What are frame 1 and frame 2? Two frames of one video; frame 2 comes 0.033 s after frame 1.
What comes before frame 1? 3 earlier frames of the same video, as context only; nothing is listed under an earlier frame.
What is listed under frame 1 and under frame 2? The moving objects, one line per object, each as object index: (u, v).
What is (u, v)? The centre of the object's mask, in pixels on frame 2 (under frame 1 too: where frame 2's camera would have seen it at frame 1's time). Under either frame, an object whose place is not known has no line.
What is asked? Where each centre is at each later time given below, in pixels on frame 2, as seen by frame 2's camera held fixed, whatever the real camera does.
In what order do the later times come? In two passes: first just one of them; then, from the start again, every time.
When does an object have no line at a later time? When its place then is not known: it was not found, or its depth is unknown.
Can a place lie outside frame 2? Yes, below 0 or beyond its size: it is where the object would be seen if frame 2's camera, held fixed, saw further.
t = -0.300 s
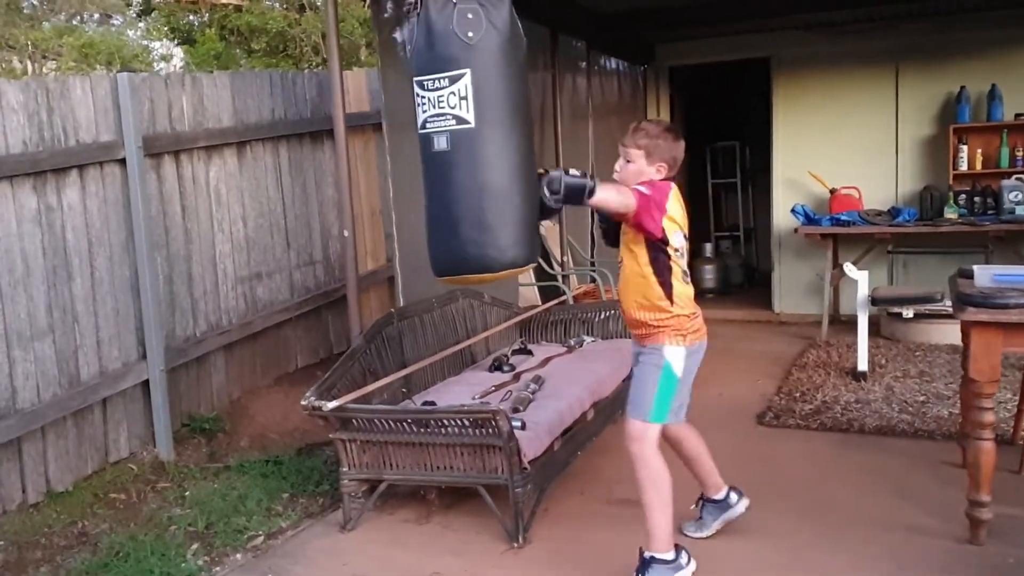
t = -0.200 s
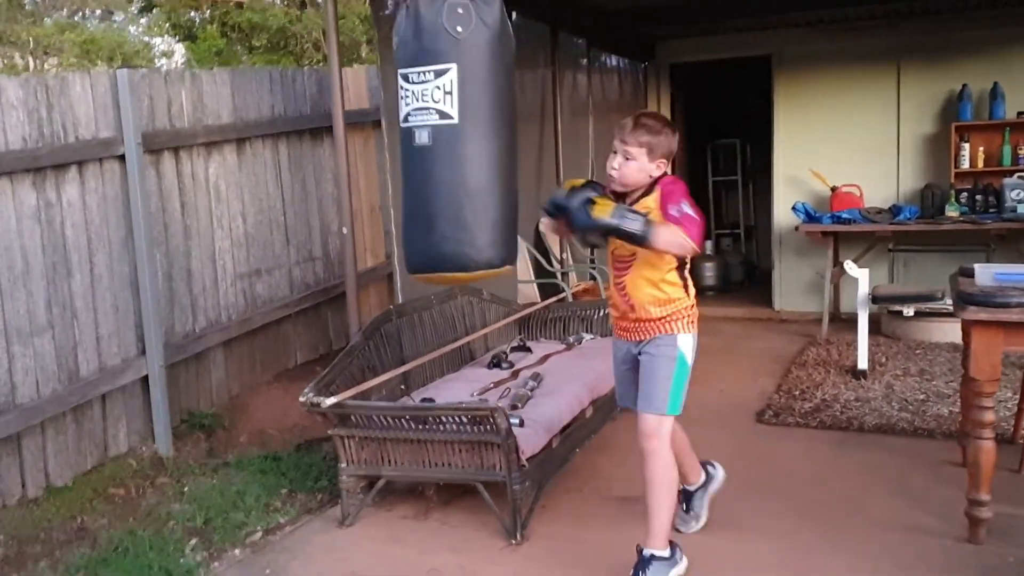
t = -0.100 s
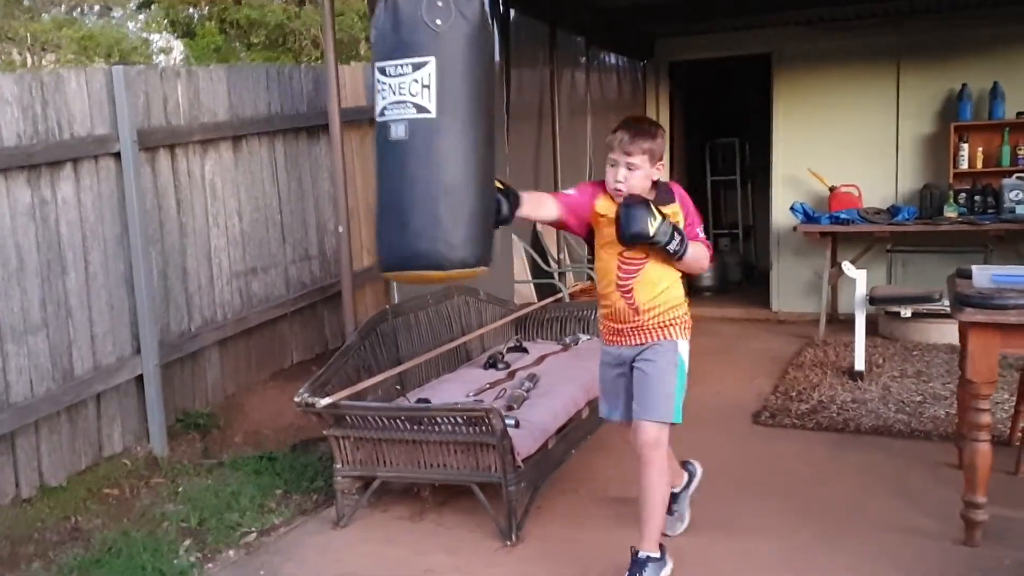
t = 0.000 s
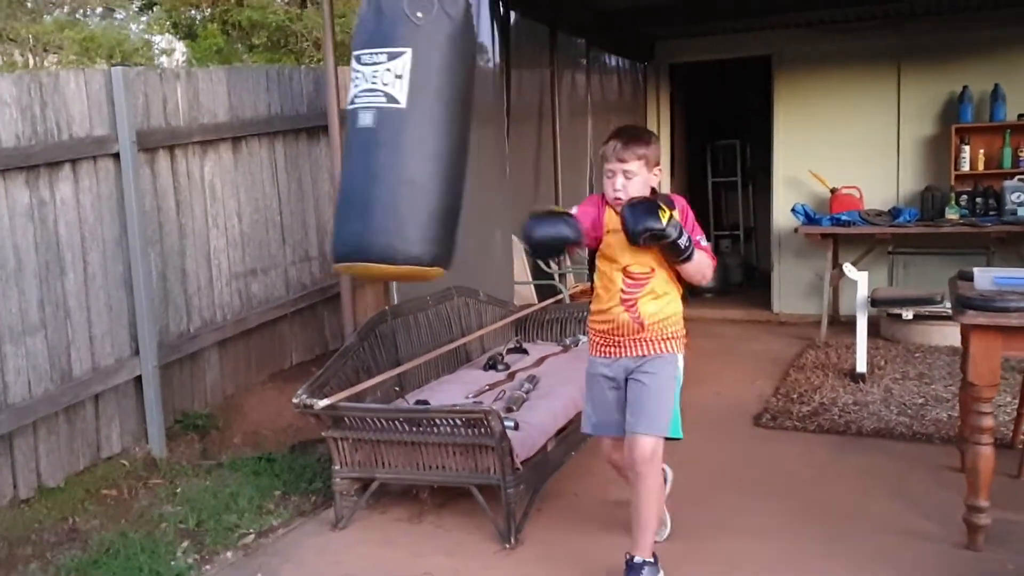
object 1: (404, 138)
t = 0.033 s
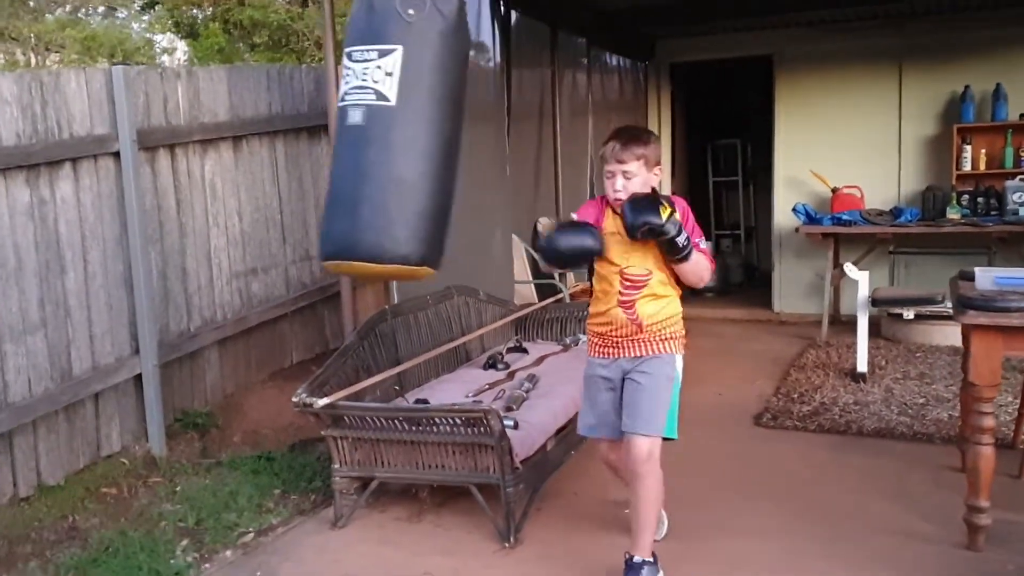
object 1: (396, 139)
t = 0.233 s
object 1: (355, 137)
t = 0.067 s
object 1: (387, 137)
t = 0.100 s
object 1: (380, 137)
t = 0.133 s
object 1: (373, 137)
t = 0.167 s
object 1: (366, 138)
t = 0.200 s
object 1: (360, 138)
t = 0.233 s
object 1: (355, 137)
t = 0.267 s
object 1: (352, 138)
